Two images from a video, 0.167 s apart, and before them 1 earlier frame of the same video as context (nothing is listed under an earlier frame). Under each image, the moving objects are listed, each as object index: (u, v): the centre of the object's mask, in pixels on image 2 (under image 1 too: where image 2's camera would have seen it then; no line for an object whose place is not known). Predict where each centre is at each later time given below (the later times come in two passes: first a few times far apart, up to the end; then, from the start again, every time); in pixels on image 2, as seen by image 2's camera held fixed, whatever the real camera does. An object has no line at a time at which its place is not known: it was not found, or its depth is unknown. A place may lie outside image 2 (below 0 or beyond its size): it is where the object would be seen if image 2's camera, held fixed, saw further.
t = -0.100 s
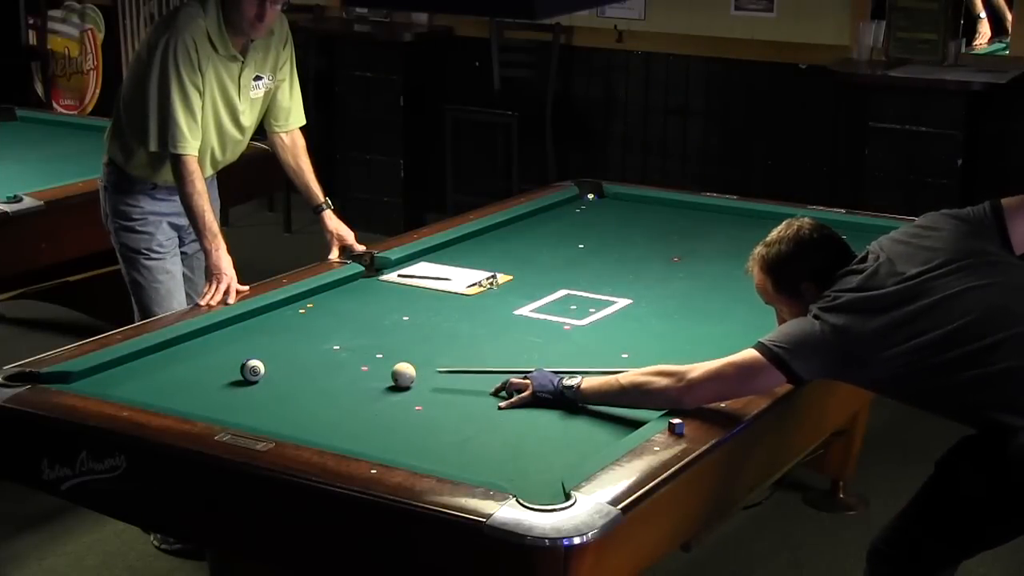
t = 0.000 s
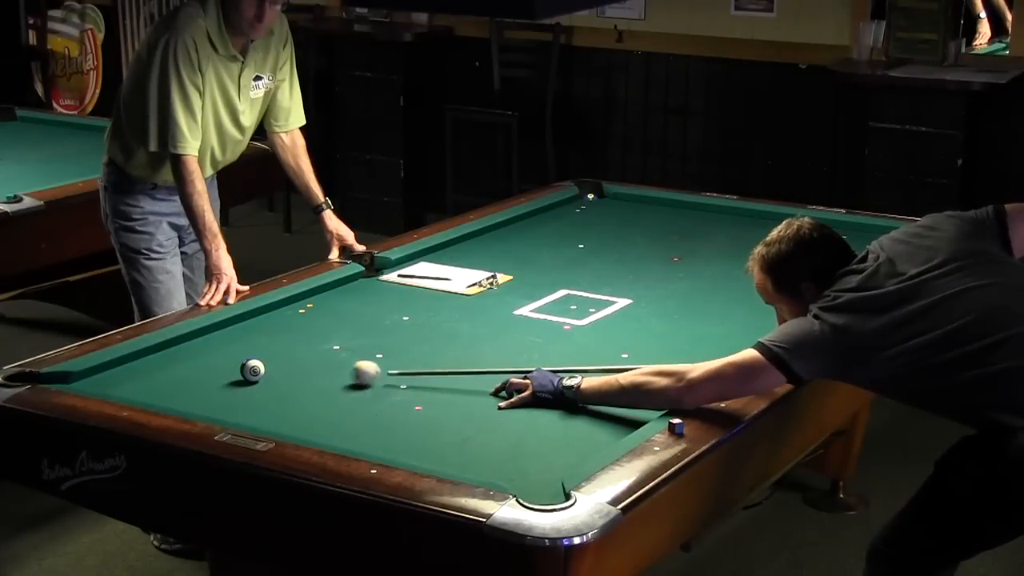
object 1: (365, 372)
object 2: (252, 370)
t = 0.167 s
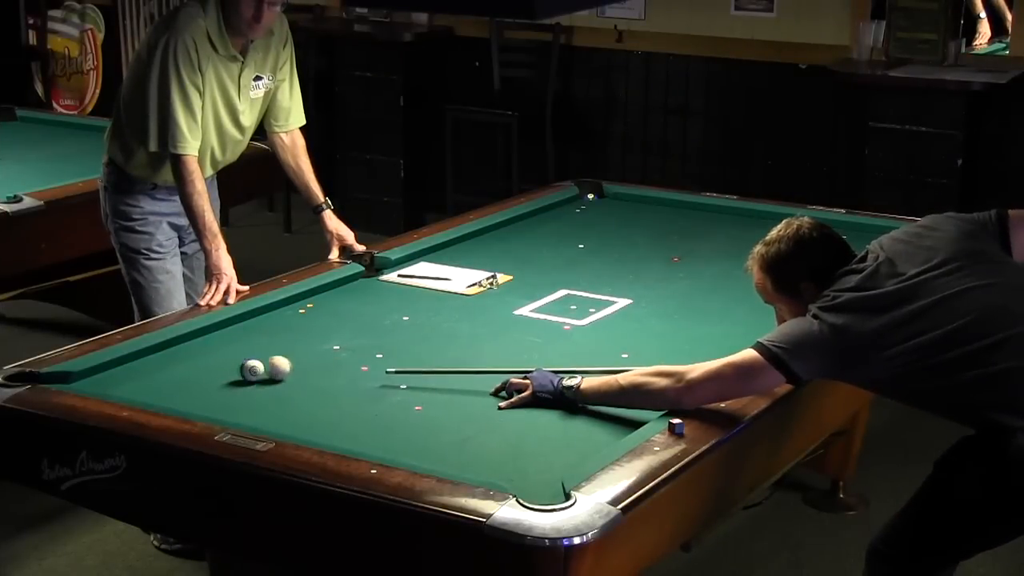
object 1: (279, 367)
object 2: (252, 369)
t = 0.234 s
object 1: (272, 364)
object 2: (223, 372)
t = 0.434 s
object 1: (246, 354)
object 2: (156, 376)
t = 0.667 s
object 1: (215, 343)
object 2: (80, 379)
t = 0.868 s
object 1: (201, 335)
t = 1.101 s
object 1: (243, 331)
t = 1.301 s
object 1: (276, 327)
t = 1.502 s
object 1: (307, 324)
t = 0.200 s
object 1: (276, 366)
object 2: (237, 371)
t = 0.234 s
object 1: (272, 364)
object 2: (223, 372)
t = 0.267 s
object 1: (268, 362)
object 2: (212, 373)
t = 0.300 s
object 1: (263, 360)
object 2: (200, 373)
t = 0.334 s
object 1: (259, 359)
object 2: (189, 374)
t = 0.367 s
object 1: (254, 357)
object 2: (178, 376)
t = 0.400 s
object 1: (250, 356)
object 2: (168, 376)
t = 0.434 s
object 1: (246, 354)
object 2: (156, 376)
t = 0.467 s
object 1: (241, 352)
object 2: (144, 378)
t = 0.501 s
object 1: (236, 351)
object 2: (133, 378)
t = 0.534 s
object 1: (232, 349)
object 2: (122, 379)
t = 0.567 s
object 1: (228, 348)
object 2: (111, 380)
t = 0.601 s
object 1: (224, 346)
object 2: (101, 379)
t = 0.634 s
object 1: (219, 345)
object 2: (90, 379)
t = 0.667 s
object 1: (215, 343)
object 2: (80, 379)
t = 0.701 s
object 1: (211, 342)
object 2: (68, 378)
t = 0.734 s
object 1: (207, 340)
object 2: (57, 378)
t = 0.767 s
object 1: (203, 339)
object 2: (47, 381)
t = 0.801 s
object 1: (199, 337)
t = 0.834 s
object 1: (196, 336)
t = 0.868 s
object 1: (201, 335)
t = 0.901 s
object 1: (207, 335)
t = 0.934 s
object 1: (213, 334)
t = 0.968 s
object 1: (219, 333)
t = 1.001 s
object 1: (225, 333)
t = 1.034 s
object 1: (231, 332)
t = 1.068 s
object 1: (237, 332)
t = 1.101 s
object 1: (243, 331)
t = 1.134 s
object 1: (248, 331)
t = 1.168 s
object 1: (254, 330)
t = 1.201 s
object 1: (260, 329)
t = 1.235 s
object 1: (265, 329)
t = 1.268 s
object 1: (271, 328)
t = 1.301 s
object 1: (276, 327)
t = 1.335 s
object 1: (282, 327)
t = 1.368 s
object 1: (287, 326)
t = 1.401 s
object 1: (292, 326)
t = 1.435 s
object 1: (297, 326)
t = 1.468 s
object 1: (303, 325)
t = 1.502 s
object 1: (307, 324)
